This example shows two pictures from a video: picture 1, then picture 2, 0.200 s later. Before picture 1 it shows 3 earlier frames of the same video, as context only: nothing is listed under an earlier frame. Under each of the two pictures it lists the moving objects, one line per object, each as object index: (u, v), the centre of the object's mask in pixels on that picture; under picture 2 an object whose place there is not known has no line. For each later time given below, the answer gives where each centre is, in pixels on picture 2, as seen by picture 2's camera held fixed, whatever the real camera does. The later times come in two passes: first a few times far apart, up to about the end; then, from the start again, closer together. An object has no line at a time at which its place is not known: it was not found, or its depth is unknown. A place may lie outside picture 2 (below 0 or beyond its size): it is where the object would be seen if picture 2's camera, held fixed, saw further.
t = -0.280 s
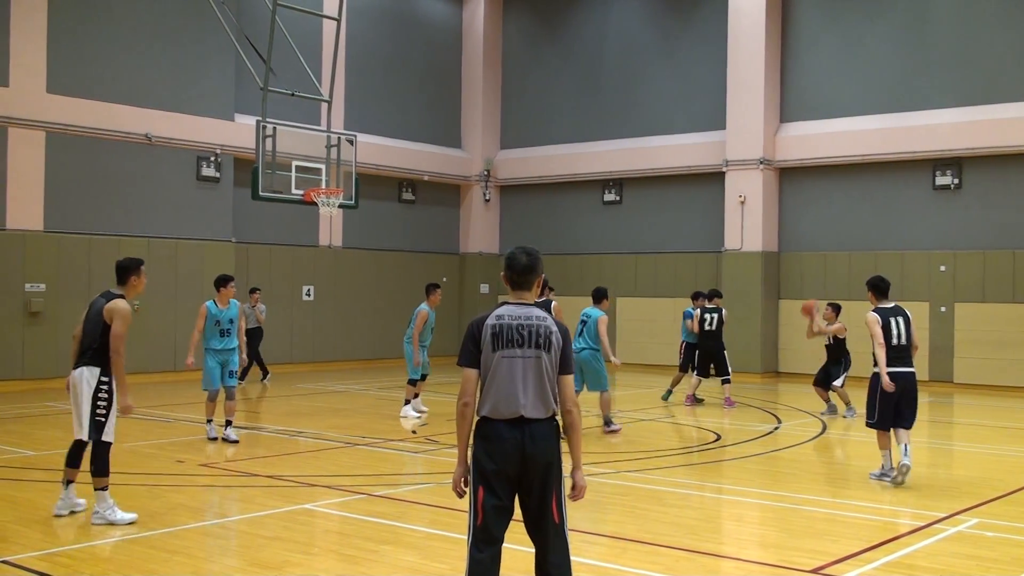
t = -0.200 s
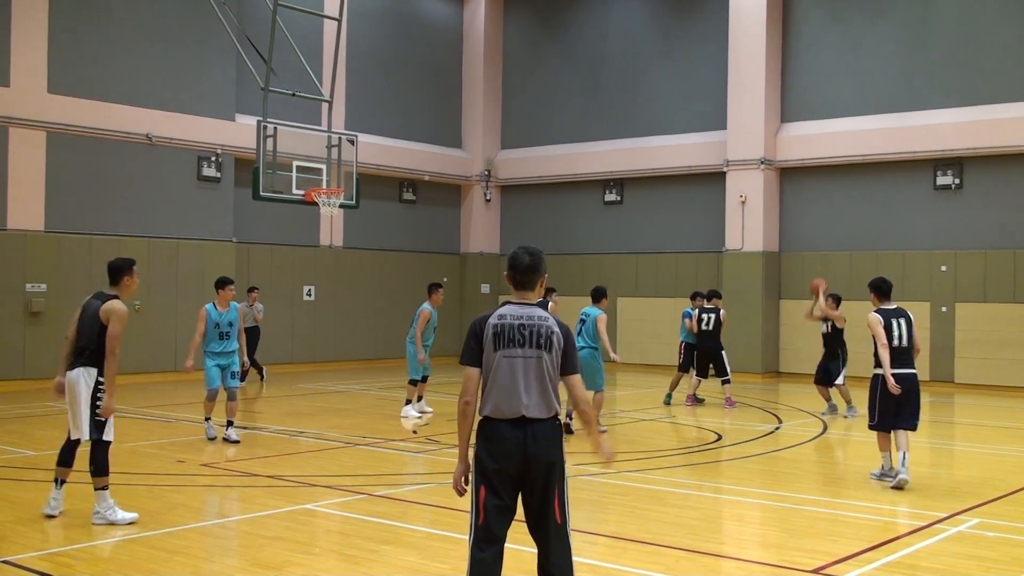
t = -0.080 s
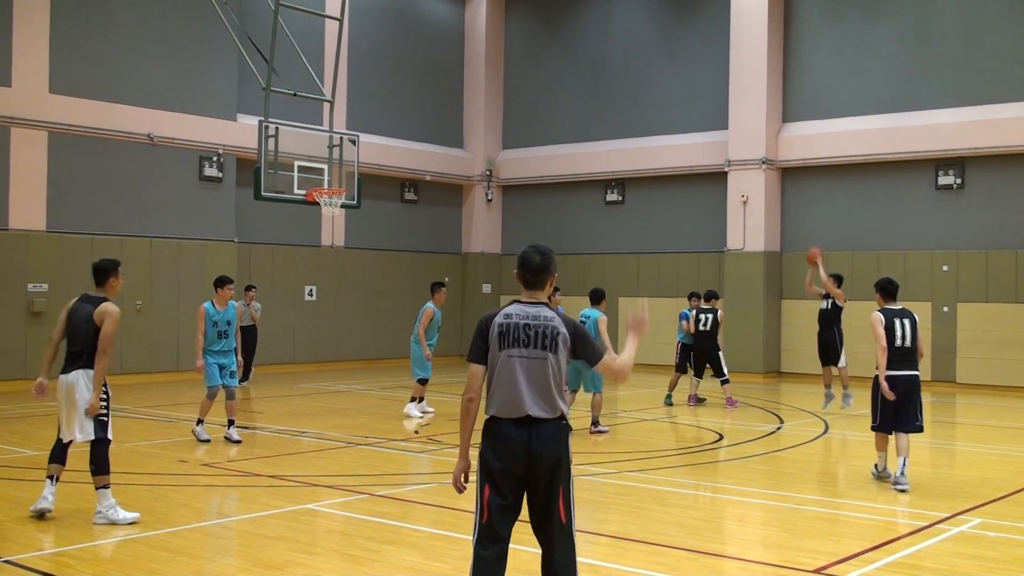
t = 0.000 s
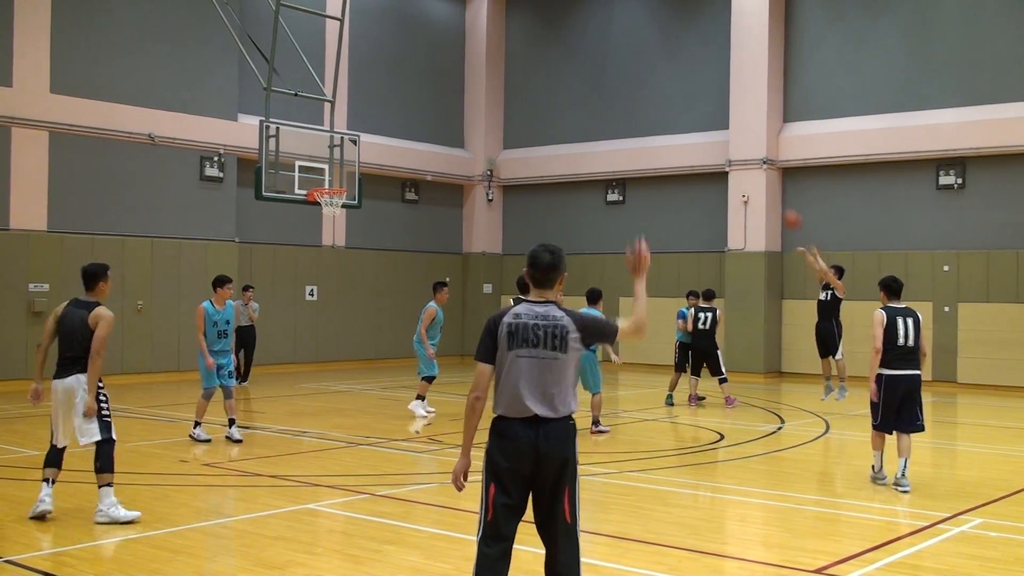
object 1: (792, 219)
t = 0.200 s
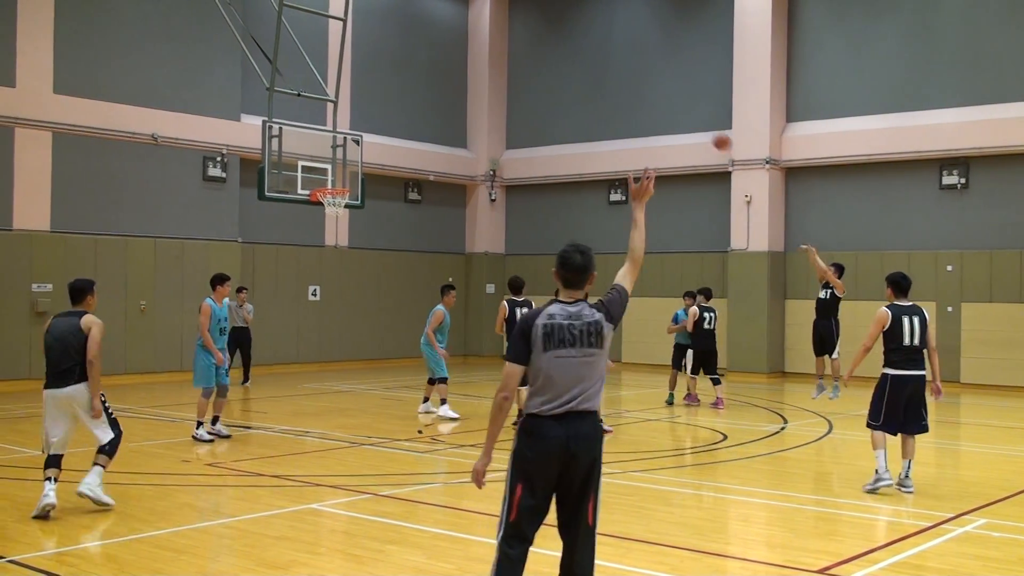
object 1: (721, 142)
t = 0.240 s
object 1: (707, 128)
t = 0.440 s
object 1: (633, 83)
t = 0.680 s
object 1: (546, 65)
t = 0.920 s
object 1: (458, 86)
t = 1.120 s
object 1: (388, 133)
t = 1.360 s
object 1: (328, 185)
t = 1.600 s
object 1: (328, 182)
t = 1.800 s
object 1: (328, 183)
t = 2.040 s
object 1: (338, 184)
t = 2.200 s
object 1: (329, 186)
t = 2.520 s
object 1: (345, 211)
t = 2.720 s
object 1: (345, 241)
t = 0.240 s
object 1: (707, 128)
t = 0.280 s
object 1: (692, 117)
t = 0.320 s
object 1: (677, 107)
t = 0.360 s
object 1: (663, 98)
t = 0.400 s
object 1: (647, 90)
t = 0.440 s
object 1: (633, 83)
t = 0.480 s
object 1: (618, 77)
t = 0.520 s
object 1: (604, 73)
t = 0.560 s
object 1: (589, 69)
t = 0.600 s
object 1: (575, 66)
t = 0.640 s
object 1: (560, 65)
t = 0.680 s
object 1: (546, 65)
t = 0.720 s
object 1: (532, 66)
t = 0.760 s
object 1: (518, 68)
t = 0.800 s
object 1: (503, 70)
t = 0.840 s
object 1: (488, 75)
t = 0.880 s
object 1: (473, 80)
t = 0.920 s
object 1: (458, 86)
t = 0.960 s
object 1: (445, 93)
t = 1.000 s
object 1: (431, 101)
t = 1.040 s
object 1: (416, 110)
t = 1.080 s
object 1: (403, 121)
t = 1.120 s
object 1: (388, 133)
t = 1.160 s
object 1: (373, 147)
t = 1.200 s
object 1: (358, 162)
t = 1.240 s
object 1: (344, 177)
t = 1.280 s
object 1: (333, 184)
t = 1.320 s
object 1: (325, 184)
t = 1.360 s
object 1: (328, 185)
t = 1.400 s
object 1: (332, 184)
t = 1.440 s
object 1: (339, 184)
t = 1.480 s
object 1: (340, 184)
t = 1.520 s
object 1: (338, 183)
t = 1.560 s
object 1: (332, 183)
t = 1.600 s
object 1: (328, 182)
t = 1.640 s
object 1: (326, 182)
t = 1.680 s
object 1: (324, 182)
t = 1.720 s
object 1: (325, 183)
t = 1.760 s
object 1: (326, 183)
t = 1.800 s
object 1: (328, 183)
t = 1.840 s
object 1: (331, 183)
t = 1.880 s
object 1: (336, 183)
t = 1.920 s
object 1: (340, 183)
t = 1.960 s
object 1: (341, 183)
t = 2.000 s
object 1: (341, 184)
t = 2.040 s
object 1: (338, 184)
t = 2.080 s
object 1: (333, 184)
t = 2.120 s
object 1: (328, 184)
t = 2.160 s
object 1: (327, 185)
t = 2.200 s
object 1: (329, 186)
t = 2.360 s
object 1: (343, 206)
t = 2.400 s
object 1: (344, 206)
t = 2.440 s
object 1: (345, 206)
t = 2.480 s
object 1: (345, 208)
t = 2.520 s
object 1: (345, 211)
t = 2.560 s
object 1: (345, 214)
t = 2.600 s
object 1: (345, 219)
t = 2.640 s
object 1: (346, 226)
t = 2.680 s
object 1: (345, 233)
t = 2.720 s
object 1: (345, 241)
